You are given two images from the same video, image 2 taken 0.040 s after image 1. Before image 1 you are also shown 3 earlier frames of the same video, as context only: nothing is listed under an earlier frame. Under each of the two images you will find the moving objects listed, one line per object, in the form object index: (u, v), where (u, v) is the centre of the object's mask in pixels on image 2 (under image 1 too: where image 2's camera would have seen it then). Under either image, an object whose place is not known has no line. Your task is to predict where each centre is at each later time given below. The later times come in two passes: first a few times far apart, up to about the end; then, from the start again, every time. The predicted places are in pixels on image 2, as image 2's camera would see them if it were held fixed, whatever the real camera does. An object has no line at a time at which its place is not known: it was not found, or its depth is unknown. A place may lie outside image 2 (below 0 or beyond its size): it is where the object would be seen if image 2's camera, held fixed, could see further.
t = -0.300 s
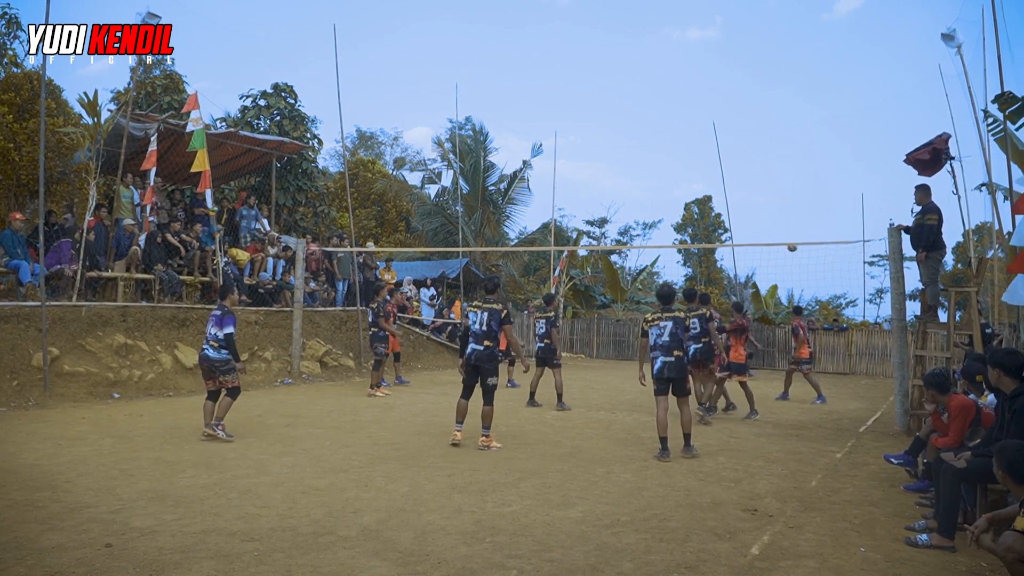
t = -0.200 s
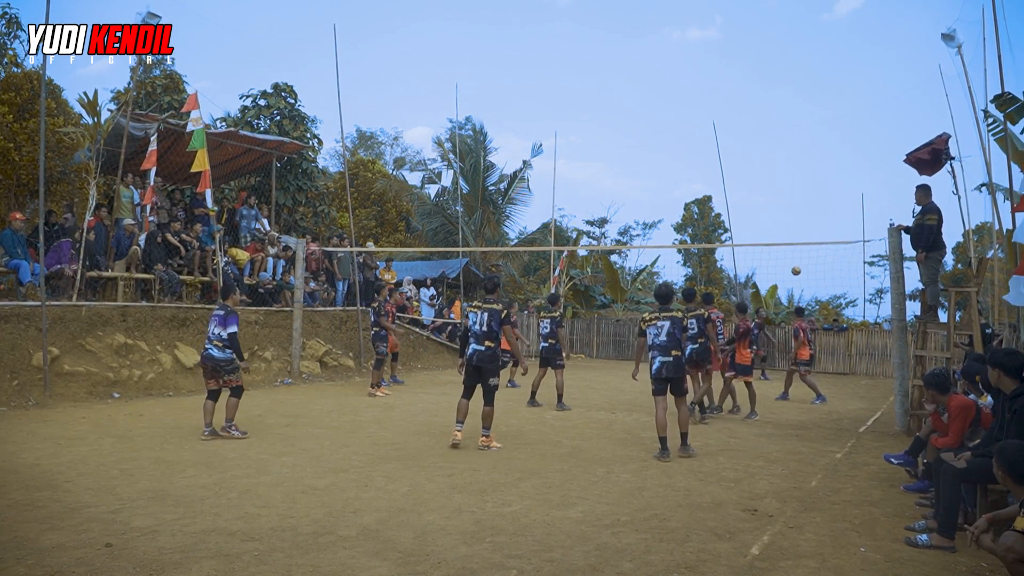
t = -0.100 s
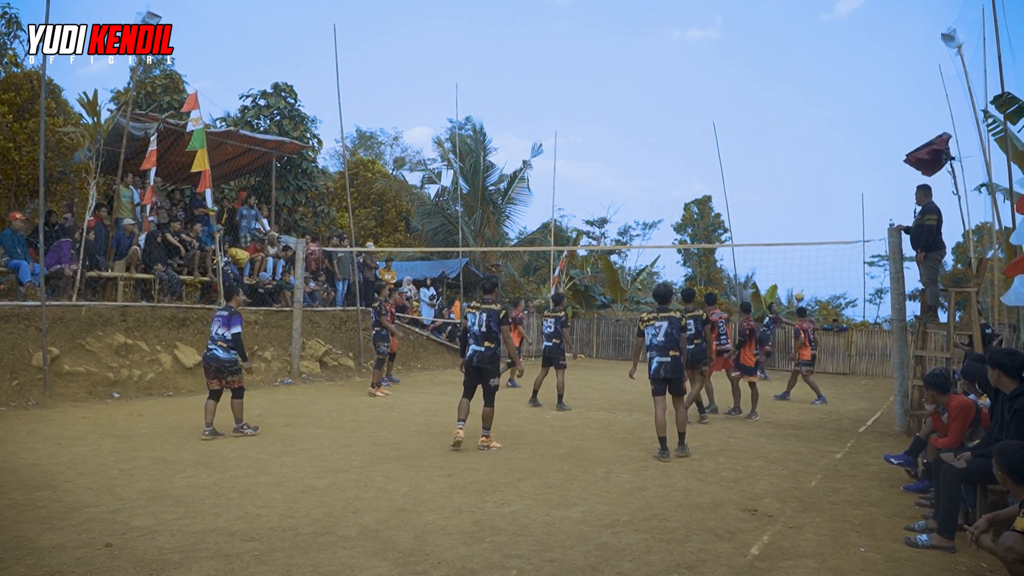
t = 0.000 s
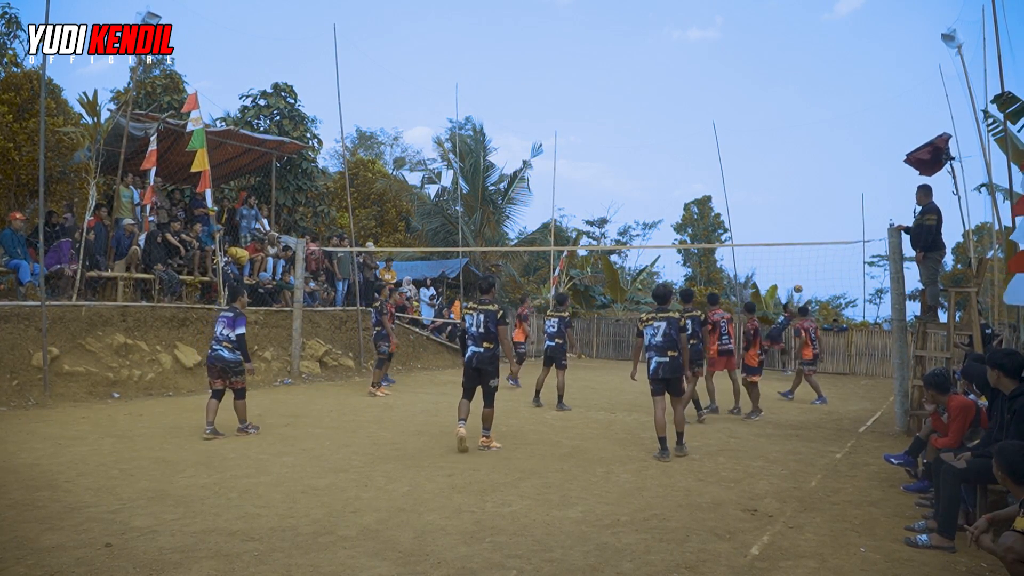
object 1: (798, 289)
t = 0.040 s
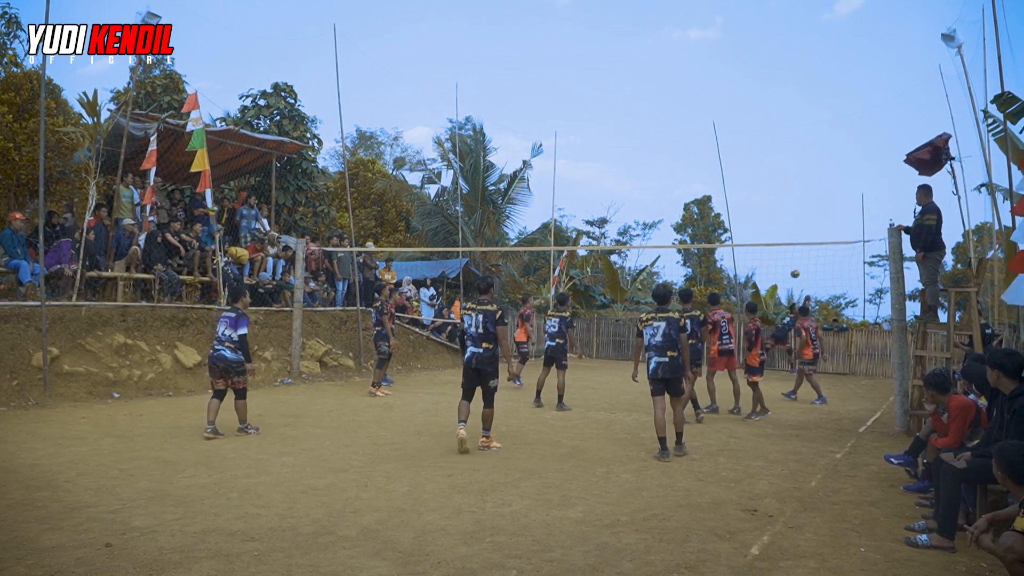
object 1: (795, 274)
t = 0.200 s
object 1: (783, 222)
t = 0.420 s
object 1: (765, 169)
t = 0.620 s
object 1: (747, 139)
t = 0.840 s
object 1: (727, 126)
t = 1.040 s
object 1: (708, 134)
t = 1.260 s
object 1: (686, 162)
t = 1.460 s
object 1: (667, 207)
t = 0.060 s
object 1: (793, 267)
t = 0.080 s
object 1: (792, 260)
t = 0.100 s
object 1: (791, 253)
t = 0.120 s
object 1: (789, 247)
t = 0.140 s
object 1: (788, 239)
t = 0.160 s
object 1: (786, 233)
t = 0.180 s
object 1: (785, 227)
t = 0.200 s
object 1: (783, 222)
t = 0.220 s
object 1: (782, 216)
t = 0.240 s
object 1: (780, 210)
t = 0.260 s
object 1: (779, 205)
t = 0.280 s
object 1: (777, 200)
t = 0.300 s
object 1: (775, 195)
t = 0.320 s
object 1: (774, 190)
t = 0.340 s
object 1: (772, 185)
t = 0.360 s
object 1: (770, 181)
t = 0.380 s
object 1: (769, 177)
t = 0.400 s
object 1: (767, 172)
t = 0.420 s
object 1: (765, 169)
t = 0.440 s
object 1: (763, 165)
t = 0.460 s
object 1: (762, 161)
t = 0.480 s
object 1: (760, 158)
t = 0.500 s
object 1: (758, 155)
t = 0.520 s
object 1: (756, 152)
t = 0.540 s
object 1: (755, 149)
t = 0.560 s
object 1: (753, 146)
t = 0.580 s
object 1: (751, 143)
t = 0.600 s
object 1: (749, 141)
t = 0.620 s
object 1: (747, 139)
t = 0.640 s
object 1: (745, 137)
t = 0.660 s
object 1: (744, 135)
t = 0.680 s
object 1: (742, 134)
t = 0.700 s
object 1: (740, 132)
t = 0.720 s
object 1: (738, 131)
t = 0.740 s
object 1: (736, 129)
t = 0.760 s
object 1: (734, 128)
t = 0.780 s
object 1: (732, 128)
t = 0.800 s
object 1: (730, 127)
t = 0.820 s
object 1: (729, 127)
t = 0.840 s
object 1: (727, 126)
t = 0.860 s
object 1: (725, 126)
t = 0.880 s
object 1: (723, 127)
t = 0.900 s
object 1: (721, 127)
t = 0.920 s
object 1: (719, 127)
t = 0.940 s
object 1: (717, 127)
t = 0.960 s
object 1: (715, 128)
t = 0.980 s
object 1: (714, 129)
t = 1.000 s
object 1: (712, 130)
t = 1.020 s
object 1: (710, 132)
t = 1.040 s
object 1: (708, 134)
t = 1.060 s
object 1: (706, 135)
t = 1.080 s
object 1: (704, 137)
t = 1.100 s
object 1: (702, 139)
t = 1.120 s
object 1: (700, 141)
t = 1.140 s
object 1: (698, 144)
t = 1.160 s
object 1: (696, 146)
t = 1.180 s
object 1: (694, 149)
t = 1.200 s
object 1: (692, 152)
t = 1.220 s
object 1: (690, 155)
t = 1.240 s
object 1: (688, 158)
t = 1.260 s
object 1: (686, 162)
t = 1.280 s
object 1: (685, 166)
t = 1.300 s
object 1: (683, 169)
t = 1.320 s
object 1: (681, 173)
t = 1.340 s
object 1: (679, 178)
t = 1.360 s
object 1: (677, 182)
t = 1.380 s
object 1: (675, 187)
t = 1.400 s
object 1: (673, 191)
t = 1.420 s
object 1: (671, 196)
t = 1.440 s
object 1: (669, 202)
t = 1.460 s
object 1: (667, 207)
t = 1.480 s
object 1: (665, 212)
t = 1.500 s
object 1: (663, 218)
